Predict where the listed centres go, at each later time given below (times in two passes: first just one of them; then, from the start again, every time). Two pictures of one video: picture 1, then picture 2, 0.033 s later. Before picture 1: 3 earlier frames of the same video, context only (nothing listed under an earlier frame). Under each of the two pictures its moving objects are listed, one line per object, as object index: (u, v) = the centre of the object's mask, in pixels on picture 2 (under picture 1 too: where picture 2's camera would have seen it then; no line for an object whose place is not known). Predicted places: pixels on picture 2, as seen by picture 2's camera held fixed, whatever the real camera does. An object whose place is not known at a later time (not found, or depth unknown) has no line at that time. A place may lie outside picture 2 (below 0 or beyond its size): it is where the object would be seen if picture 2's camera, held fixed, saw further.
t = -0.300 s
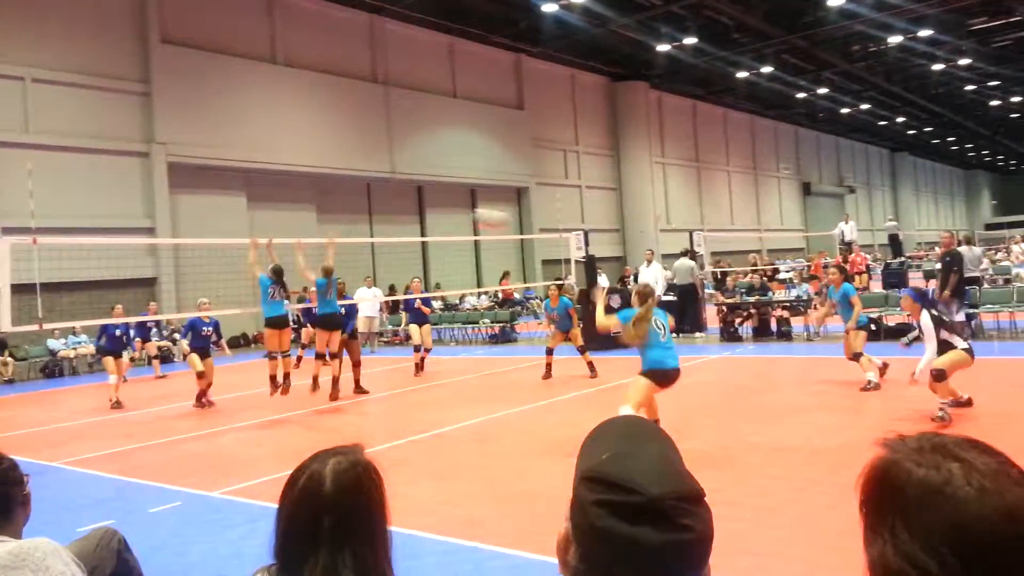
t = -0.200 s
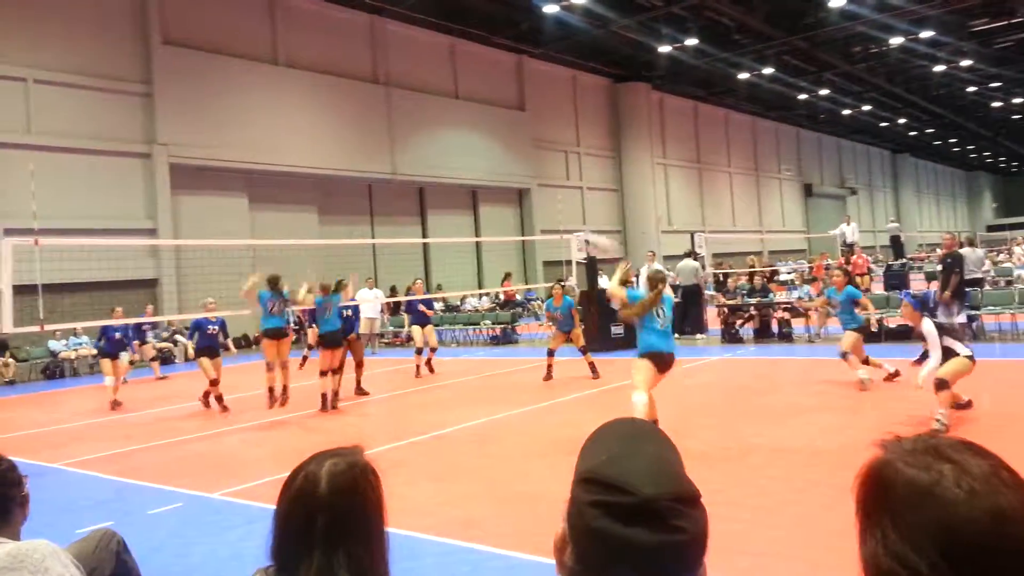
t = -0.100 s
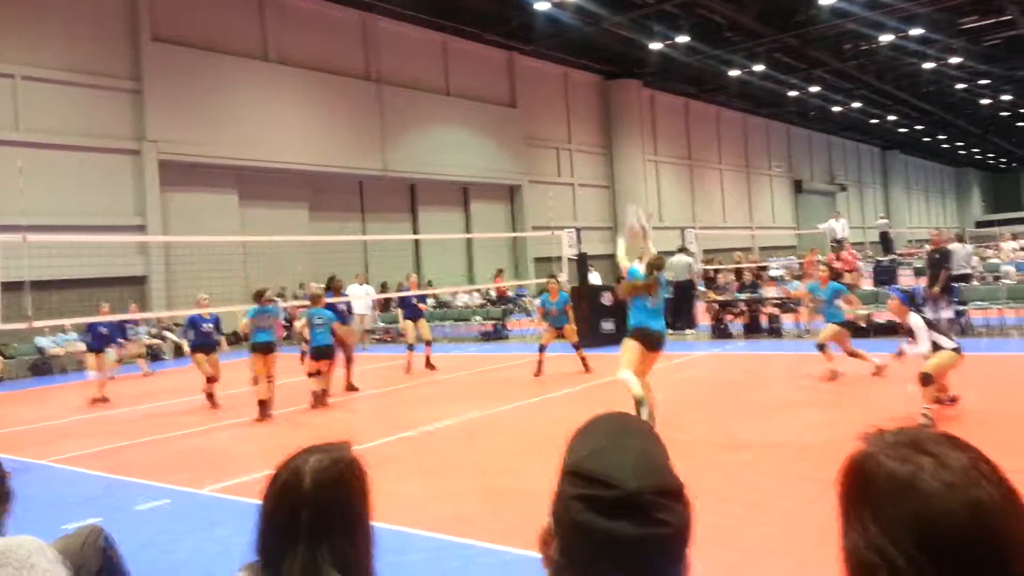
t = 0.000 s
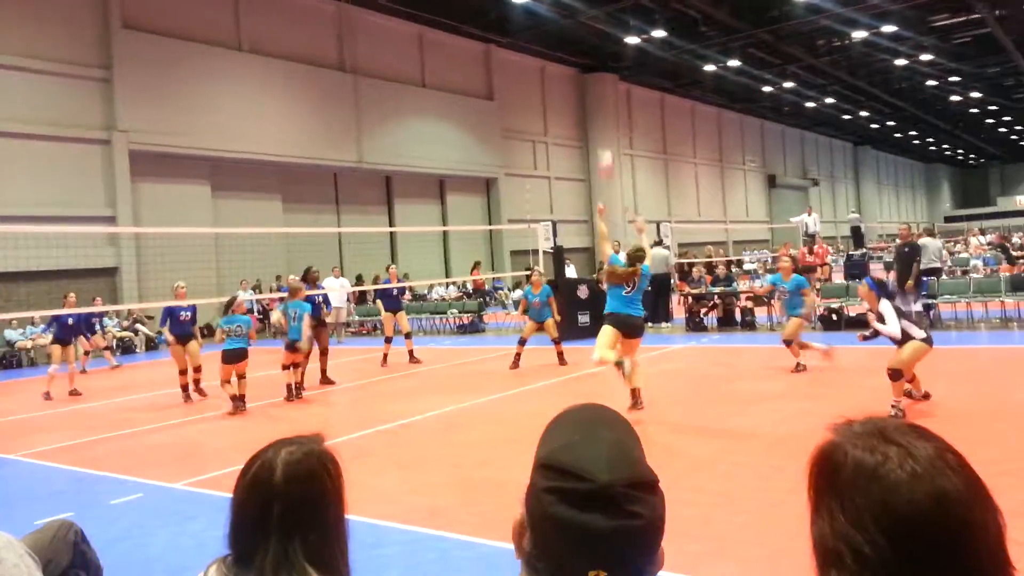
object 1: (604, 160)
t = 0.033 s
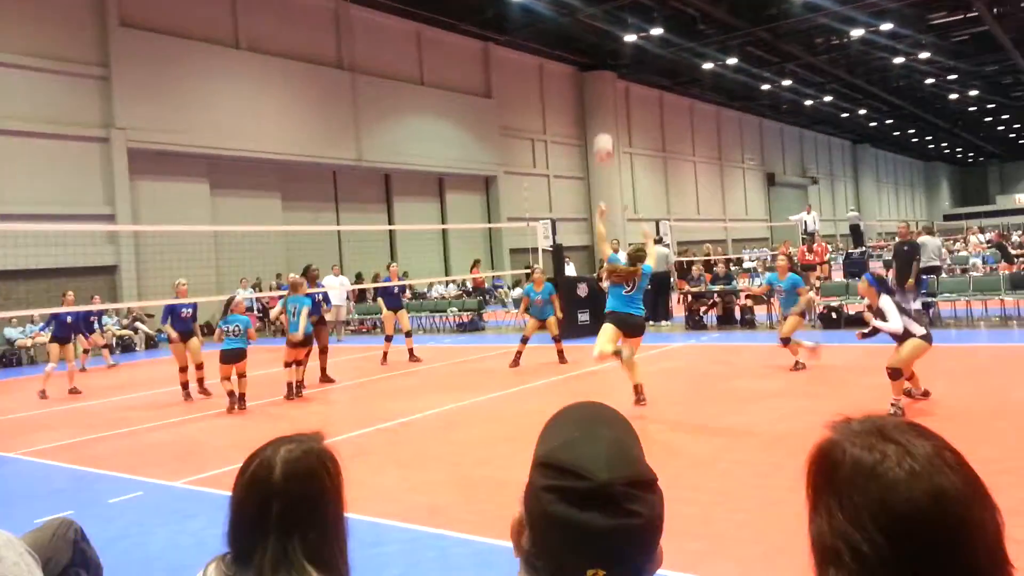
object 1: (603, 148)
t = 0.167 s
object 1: (597, 102)
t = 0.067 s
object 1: (601, 134)
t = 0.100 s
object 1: (600, 123)
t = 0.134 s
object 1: (600, 112)
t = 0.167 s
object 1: (597, 102)
